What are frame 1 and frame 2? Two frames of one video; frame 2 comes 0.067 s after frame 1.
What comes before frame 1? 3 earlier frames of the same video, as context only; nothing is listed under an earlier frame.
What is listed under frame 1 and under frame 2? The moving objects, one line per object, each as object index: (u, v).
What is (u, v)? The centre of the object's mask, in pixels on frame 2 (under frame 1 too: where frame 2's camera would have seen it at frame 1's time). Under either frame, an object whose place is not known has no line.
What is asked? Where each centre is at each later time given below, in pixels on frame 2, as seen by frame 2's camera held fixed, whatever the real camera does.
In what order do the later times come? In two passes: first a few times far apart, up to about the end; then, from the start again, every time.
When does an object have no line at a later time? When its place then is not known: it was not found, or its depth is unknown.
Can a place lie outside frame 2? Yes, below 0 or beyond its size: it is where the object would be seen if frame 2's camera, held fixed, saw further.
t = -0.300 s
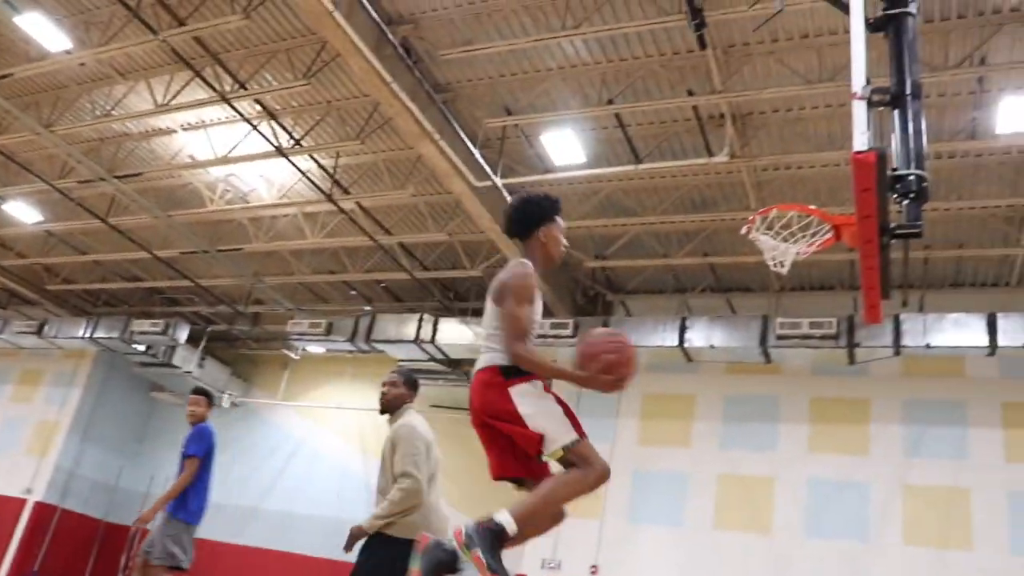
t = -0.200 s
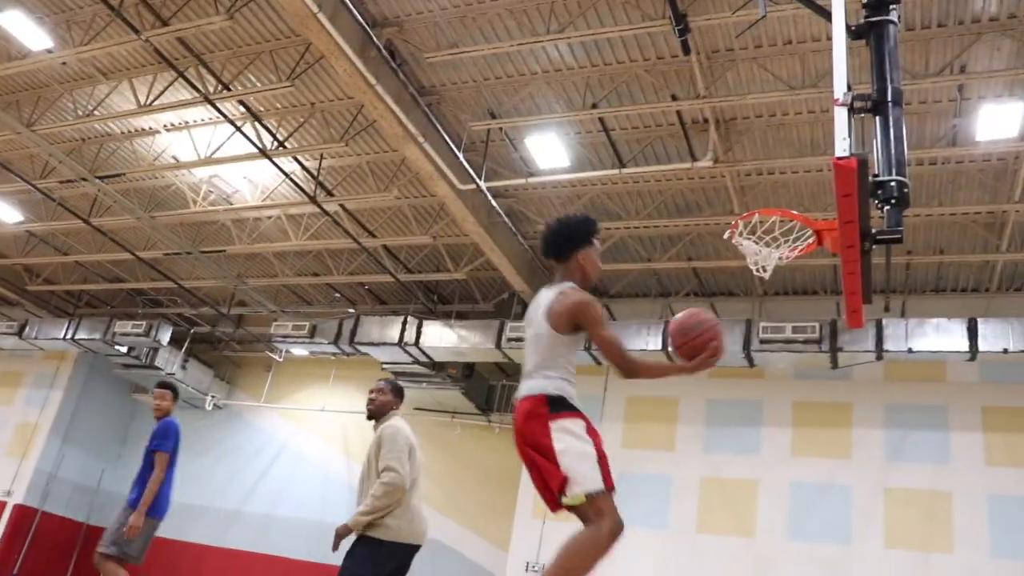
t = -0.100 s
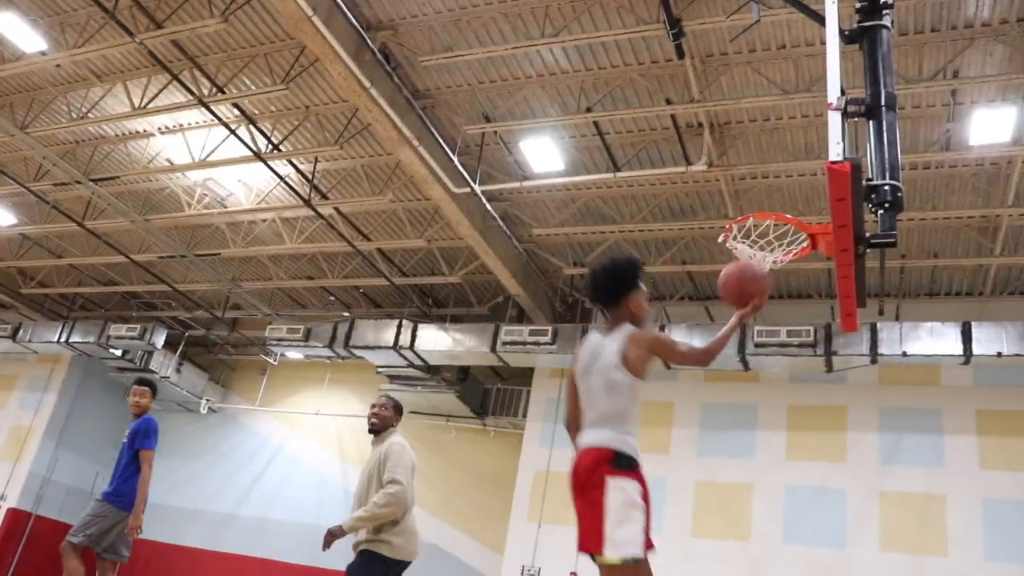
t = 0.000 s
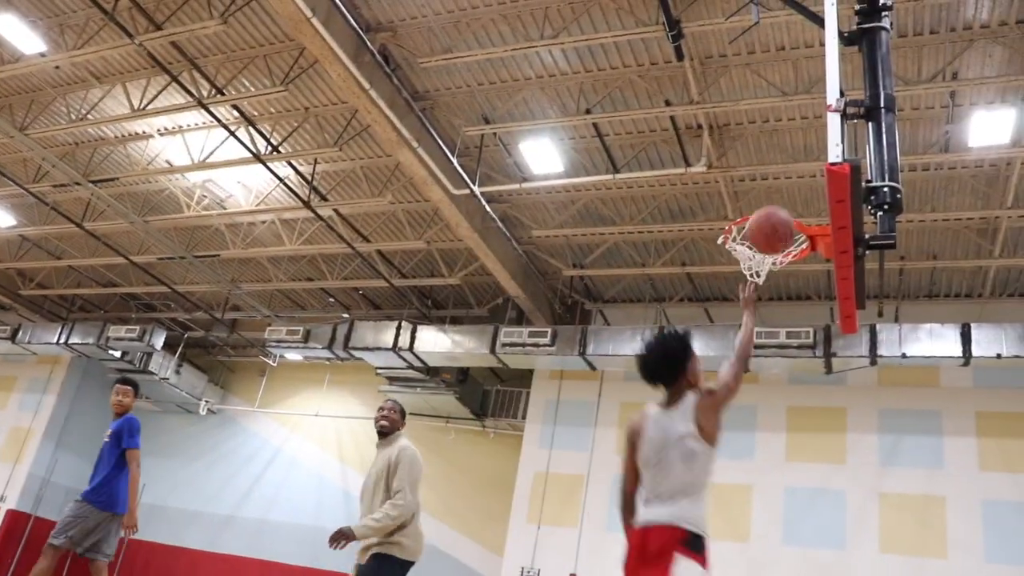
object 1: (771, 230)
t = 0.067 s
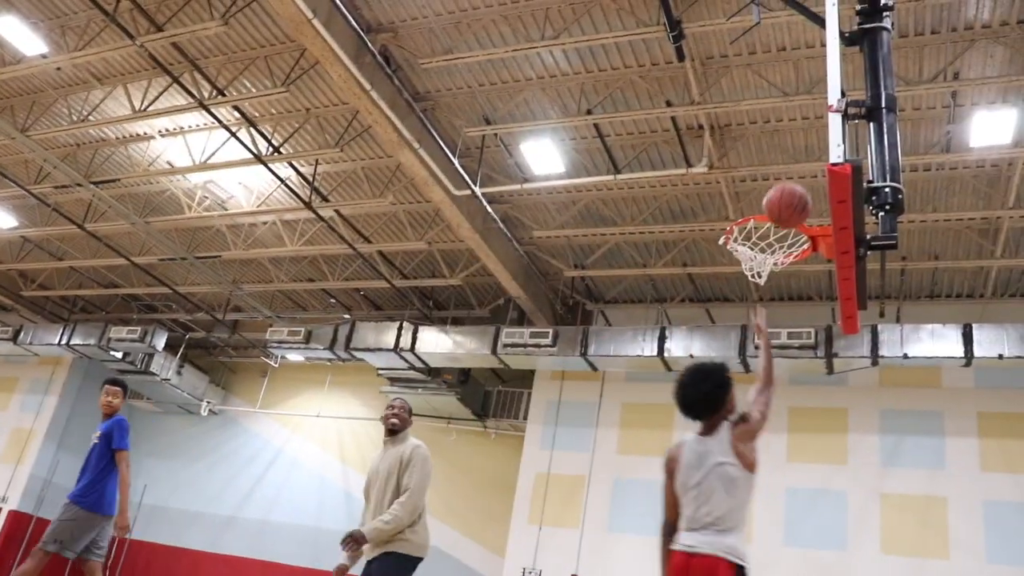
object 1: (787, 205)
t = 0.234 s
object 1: (806, 177)
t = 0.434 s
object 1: (781, 190)
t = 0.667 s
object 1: (766, 261)
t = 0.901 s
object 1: (759, 346)
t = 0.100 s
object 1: (794, 196)
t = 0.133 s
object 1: (800, 189)
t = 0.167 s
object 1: (805, 183)
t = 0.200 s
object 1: (809, 180)
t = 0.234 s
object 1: (806, 177)
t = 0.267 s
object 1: (802, 174)
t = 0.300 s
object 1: (799, 174)
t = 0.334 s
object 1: (793, 176)
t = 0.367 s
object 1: (789, 178)
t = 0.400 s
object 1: (785, 183)
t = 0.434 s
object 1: (781, 190)
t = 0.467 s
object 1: (776, 196)
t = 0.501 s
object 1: (773, 202)
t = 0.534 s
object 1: (769, 221)
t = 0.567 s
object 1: (770, 234)
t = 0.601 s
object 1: (766, 240)
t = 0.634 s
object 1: (767, 254)
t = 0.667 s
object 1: (766, 261)
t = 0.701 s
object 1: (766, 267)
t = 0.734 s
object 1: (761, 291)
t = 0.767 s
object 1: (761, 296)
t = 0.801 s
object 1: (761, 303)
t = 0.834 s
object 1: (761, 314)
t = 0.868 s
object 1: (760, 329)
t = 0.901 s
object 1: (759, 346)
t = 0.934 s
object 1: (759, 365)
